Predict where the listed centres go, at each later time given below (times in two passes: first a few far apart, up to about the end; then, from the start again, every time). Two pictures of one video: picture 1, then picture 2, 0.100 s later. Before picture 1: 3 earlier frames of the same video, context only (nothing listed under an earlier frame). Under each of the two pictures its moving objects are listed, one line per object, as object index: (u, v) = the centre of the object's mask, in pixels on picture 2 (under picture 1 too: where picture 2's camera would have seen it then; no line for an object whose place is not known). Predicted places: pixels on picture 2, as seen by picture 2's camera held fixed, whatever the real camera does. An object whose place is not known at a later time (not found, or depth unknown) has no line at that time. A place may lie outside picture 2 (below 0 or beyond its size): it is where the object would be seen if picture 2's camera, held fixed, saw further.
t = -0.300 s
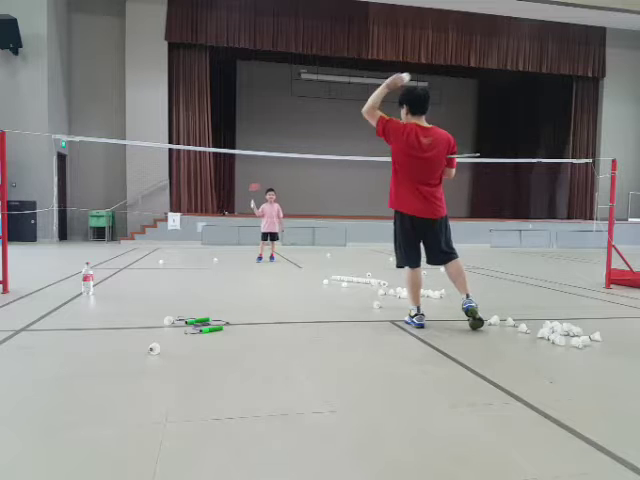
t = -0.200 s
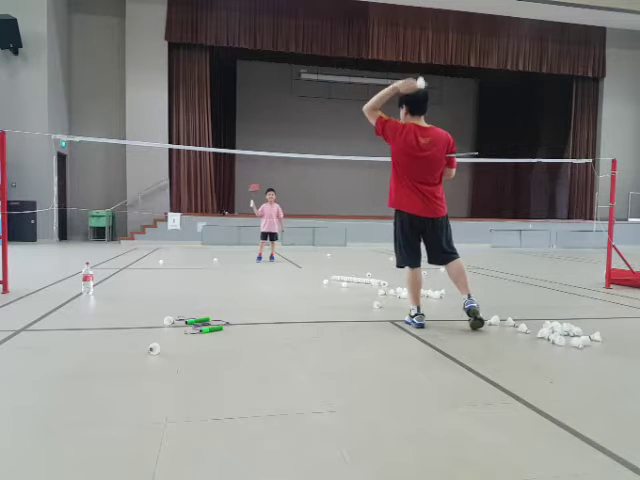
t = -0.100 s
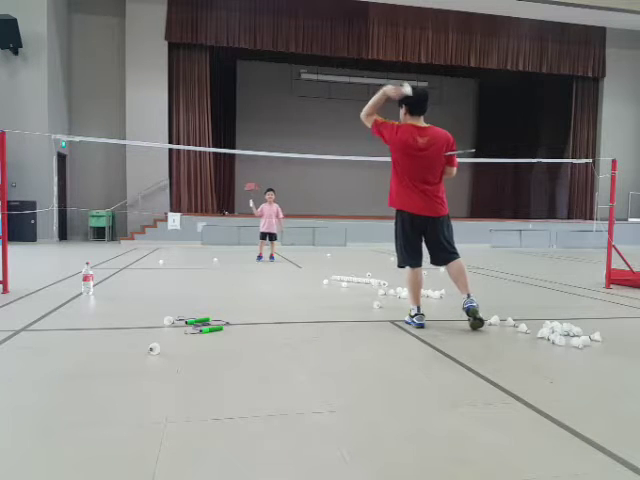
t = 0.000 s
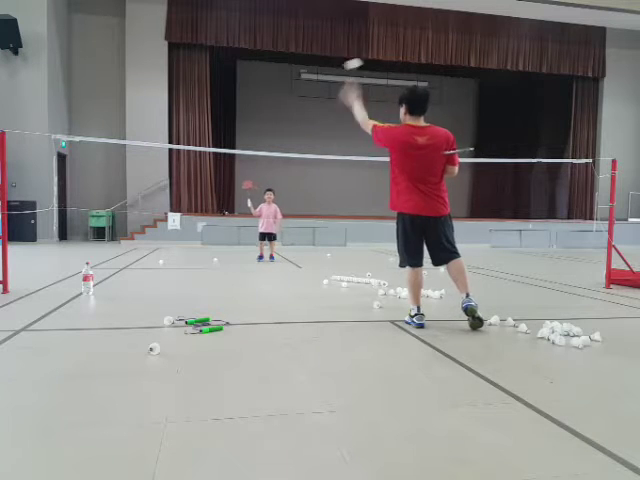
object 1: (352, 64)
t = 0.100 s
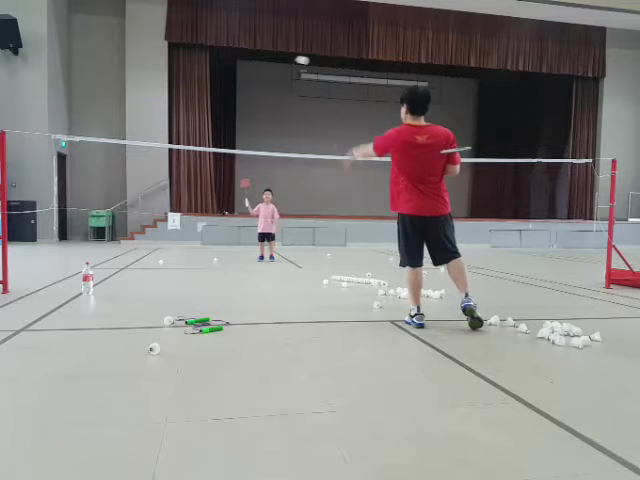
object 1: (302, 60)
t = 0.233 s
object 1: (259, 67)
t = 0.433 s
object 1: (221, 98)
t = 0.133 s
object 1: (289, 59)
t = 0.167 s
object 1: (277, 61)
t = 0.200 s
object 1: (268, 64)
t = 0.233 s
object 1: (259, 67)
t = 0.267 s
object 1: (252, 70)
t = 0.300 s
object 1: (245, 75)
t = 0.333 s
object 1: (238, 81)
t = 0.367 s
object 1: (232, 86)
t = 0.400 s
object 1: (227, 92)
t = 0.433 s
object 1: (221, 98)
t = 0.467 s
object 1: (217, 106)
